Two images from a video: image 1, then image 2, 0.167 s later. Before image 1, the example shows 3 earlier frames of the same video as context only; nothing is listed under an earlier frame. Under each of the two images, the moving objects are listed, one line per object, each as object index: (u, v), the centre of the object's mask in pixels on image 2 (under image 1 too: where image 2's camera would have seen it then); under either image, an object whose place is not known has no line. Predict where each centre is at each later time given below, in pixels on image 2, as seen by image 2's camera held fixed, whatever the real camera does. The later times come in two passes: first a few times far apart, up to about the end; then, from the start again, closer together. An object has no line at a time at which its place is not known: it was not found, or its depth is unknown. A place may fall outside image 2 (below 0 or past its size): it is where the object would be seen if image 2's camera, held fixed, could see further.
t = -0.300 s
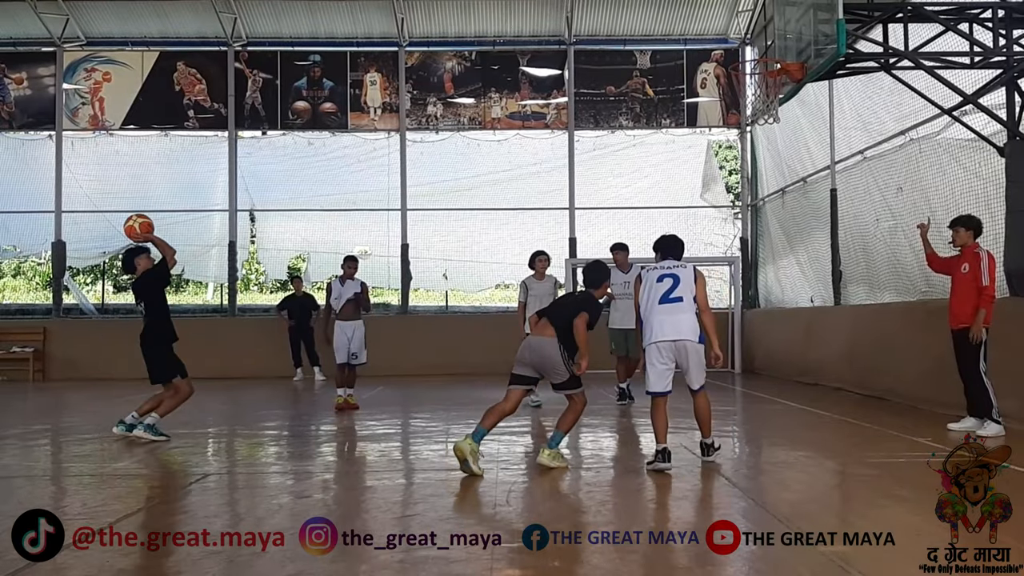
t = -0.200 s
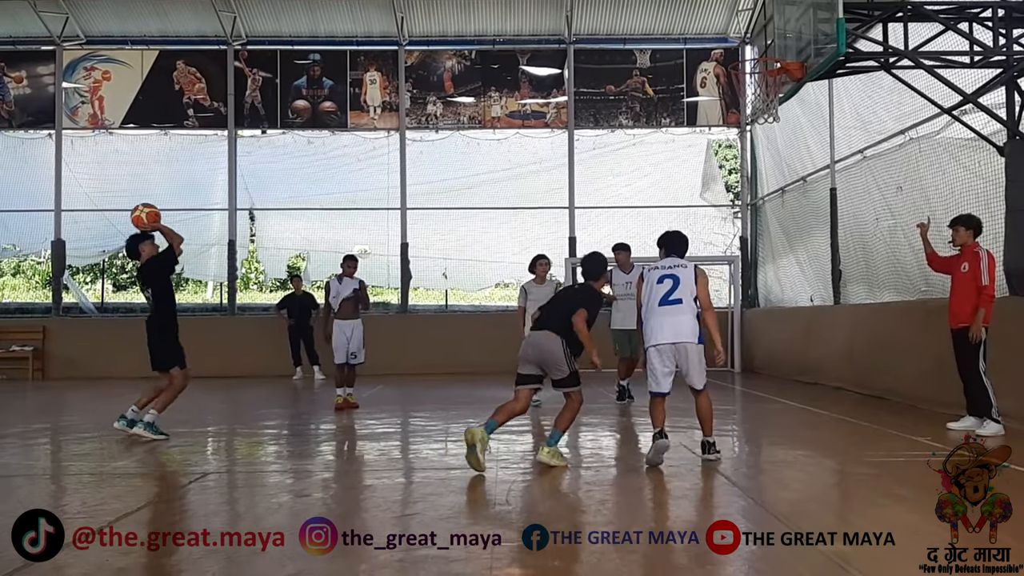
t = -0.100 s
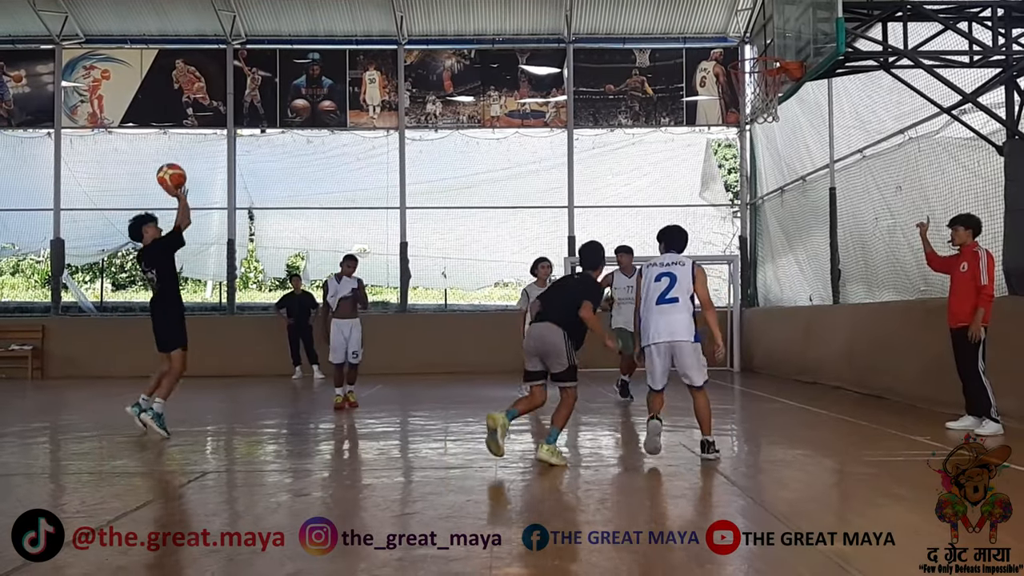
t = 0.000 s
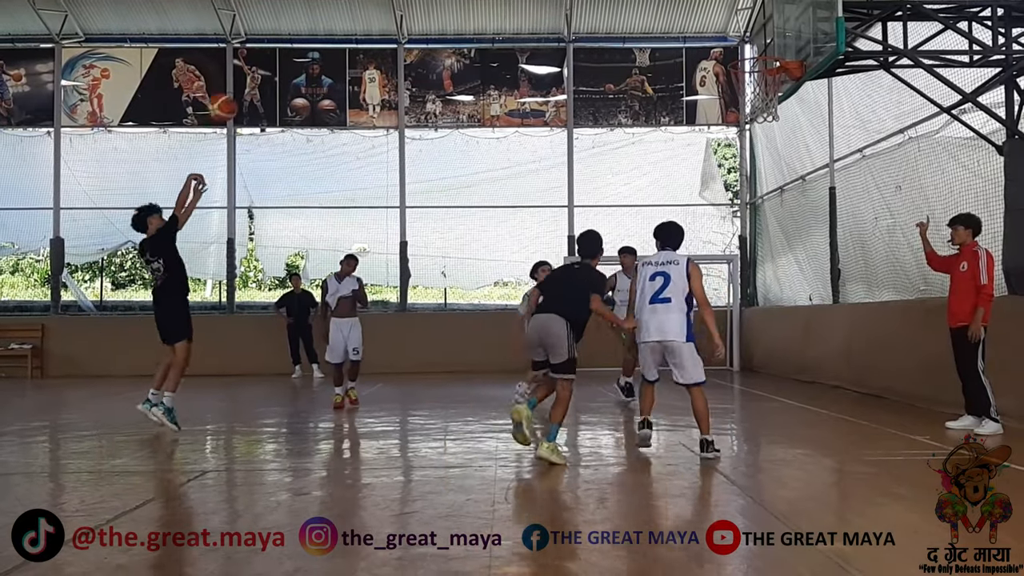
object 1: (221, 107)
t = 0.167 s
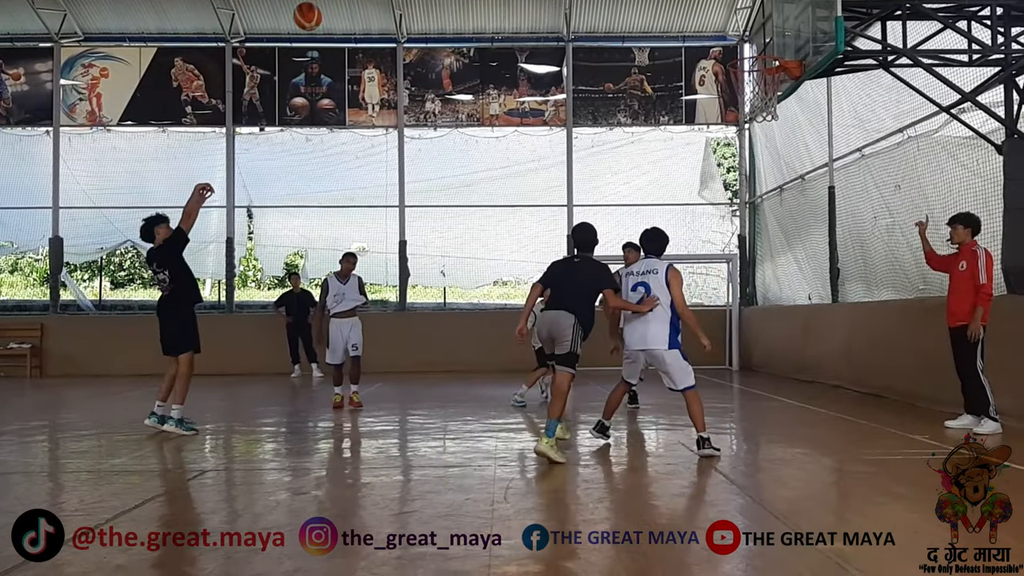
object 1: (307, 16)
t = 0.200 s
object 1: (325, 7)
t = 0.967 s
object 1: (715, 18)
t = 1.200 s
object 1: (787, 109)
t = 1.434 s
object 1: (802, 196)
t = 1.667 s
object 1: (819, 341)
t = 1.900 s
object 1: (801, 326)
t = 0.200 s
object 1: (325, 7)
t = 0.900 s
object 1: (680, 1)
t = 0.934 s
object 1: (697, 7)
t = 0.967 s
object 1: (715, 18)
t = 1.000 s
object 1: (731, 34)
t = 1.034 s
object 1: (748, 49)
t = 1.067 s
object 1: (765, 68)
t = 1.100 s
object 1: (777, 81)
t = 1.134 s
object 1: (782, 92)
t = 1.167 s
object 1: (786, 105)
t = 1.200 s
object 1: (787, 109)
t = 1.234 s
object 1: (788, 116)
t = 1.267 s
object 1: (790, 126)
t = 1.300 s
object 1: (793, 138)
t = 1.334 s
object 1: (795, 150)
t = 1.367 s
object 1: (798, 165)
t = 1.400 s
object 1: (800, 179)
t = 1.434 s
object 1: (802, 196)
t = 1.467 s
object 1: (803, 213)
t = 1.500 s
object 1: (805, 231)
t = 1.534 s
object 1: (808, 251)
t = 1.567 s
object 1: (810, 272)
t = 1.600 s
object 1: (814, 294)
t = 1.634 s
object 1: (817, 317)
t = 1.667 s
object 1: (819, 341)
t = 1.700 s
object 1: (821, 367)
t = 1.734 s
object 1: (823, 393)
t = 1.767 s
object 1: (823, 399)
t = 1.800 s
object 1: (817, 379)
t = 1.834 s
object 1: (813, 361)
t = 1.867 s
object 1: (807, 344)
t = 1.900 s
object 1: (801, 326)
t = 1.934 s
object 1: (798, 309)
